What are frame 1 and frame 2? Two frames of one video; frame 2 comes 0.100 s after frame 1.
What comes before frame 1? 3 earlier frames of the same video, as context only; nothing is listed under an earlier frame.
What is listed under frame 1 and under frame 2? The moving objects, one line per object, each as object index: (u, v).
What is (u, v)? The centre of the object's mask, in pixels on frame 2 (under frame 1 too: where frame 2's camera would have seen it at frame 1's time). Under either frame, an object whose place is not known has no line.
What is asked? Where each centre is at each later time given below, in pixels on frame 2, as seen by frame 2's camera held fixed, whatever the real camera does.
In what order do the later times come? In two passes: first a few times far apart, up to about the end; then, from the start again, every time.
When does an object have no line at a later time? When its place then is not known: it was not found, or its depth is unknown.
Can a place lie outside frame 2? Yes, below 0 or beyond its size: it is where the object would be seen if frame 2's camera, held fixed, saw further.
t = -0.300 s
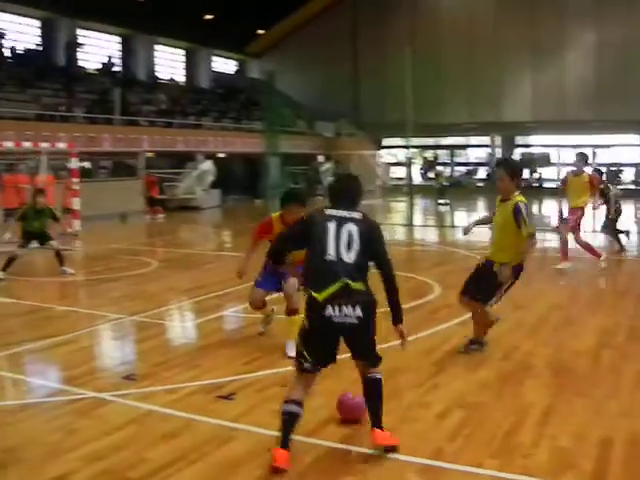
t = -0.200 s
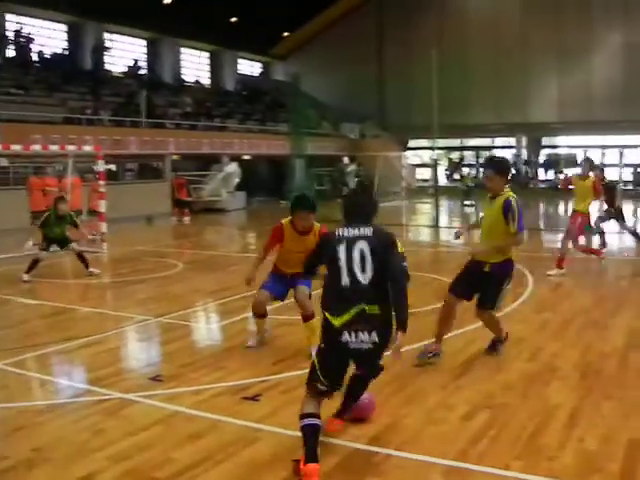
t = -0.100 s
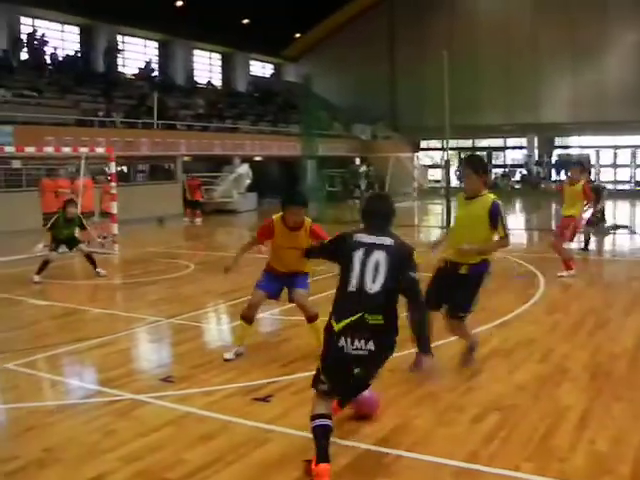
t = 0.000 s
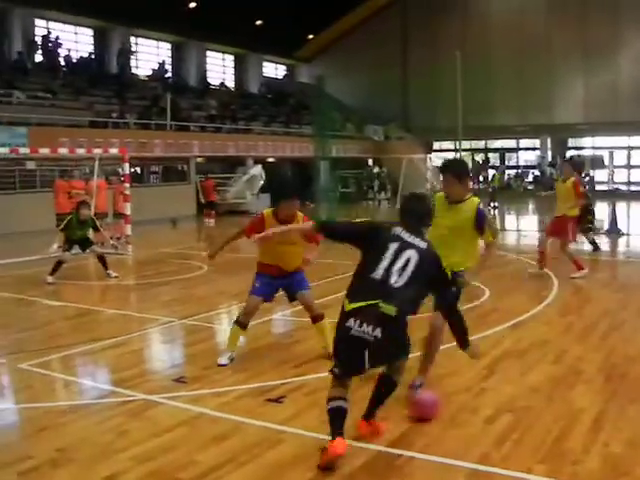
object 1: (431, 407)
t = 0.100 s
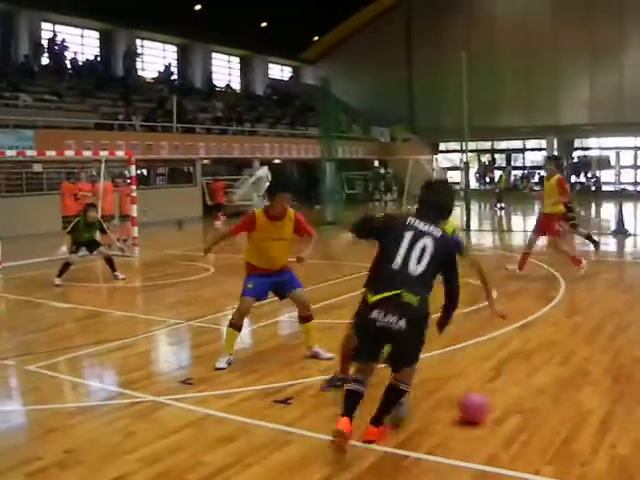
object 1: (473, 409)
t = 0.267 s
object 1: (532, 412)
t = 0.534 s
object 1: (618, 414)
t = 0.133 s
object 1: (486, 409)
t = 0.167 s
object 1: (498, 409)
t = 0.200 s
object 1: (510, 410)
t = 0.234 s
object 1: (521, 411)
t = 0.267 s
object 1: (532, 412)
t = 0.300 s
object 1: (543, 412)
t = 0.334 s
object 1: (554, 412)
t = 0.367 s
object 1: (564, 412)
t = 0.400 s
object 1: (575, 412)
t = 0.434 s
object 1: (586, 413)
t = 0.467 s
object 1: (597, 413)
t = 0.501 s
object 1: (608, 414)
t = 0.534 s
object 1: (618, 414)
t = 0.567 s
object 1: (629, 414)
